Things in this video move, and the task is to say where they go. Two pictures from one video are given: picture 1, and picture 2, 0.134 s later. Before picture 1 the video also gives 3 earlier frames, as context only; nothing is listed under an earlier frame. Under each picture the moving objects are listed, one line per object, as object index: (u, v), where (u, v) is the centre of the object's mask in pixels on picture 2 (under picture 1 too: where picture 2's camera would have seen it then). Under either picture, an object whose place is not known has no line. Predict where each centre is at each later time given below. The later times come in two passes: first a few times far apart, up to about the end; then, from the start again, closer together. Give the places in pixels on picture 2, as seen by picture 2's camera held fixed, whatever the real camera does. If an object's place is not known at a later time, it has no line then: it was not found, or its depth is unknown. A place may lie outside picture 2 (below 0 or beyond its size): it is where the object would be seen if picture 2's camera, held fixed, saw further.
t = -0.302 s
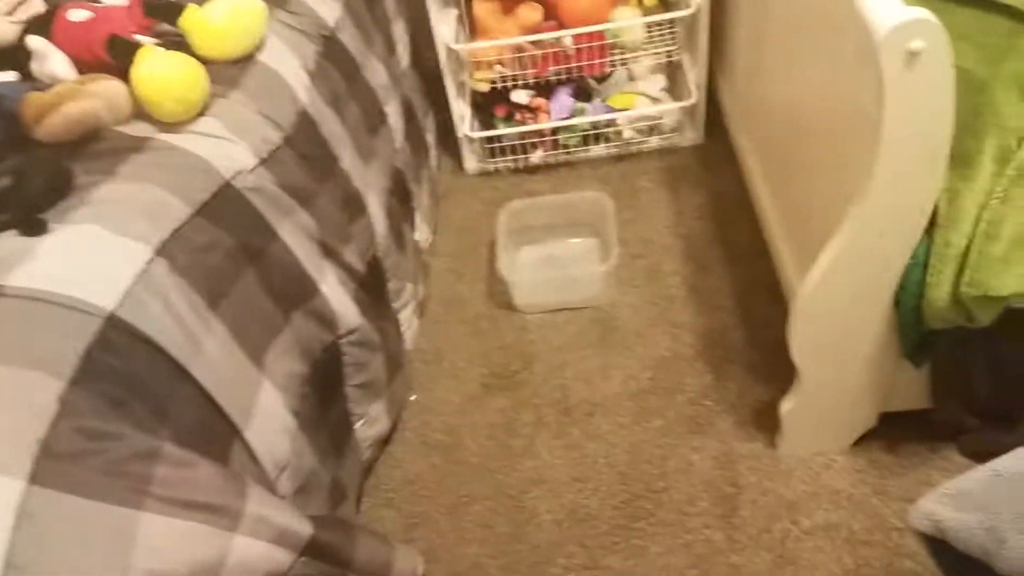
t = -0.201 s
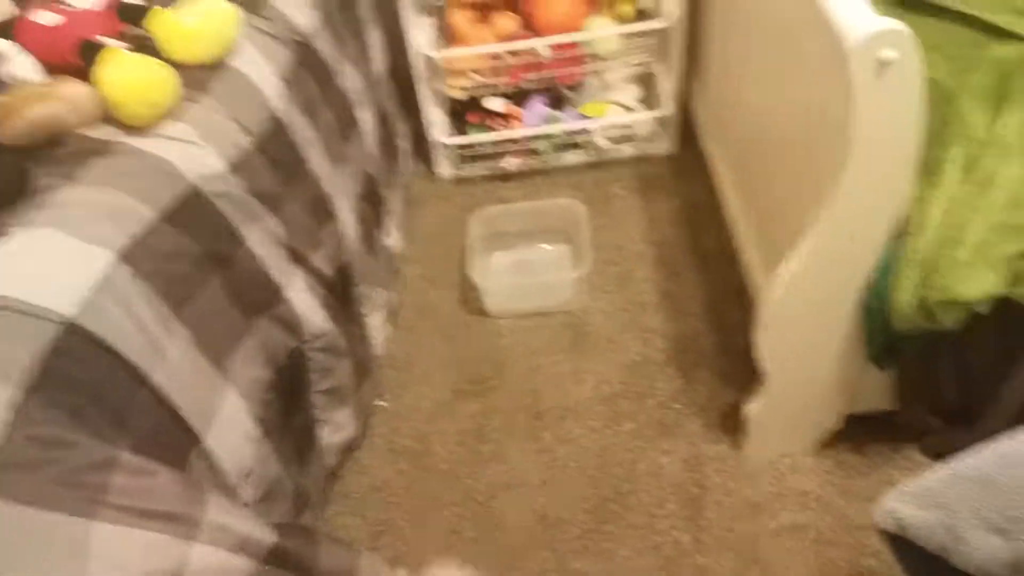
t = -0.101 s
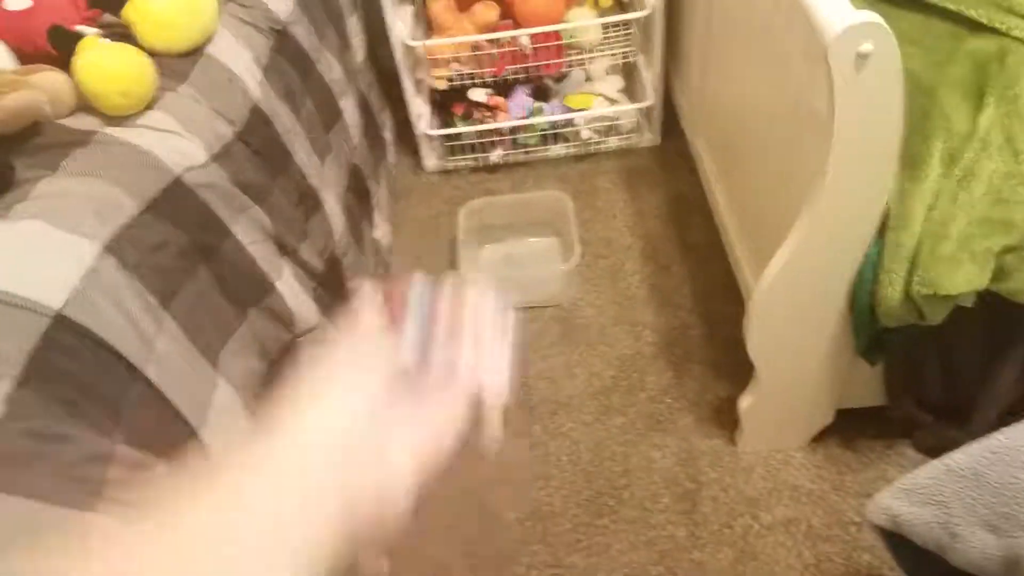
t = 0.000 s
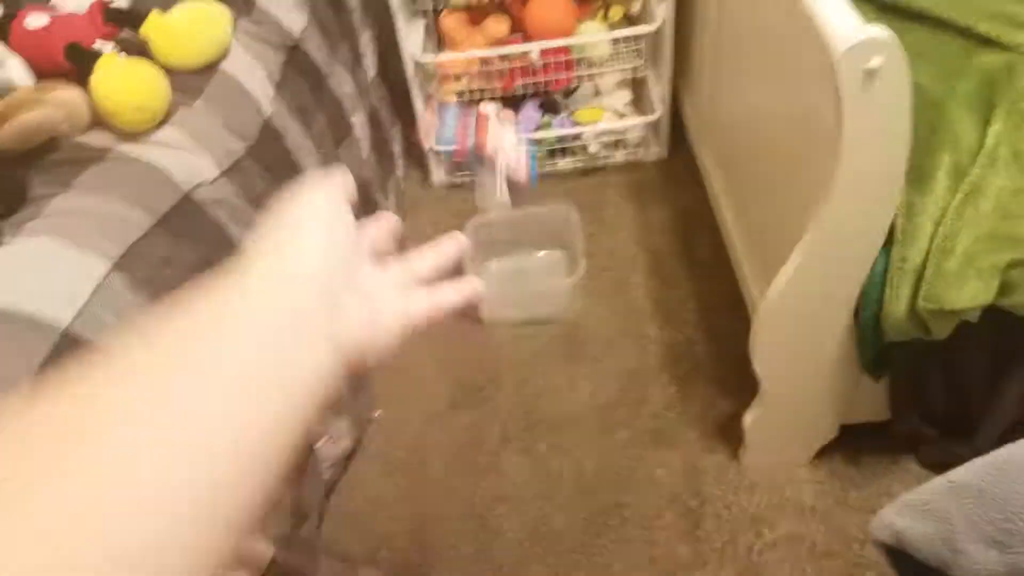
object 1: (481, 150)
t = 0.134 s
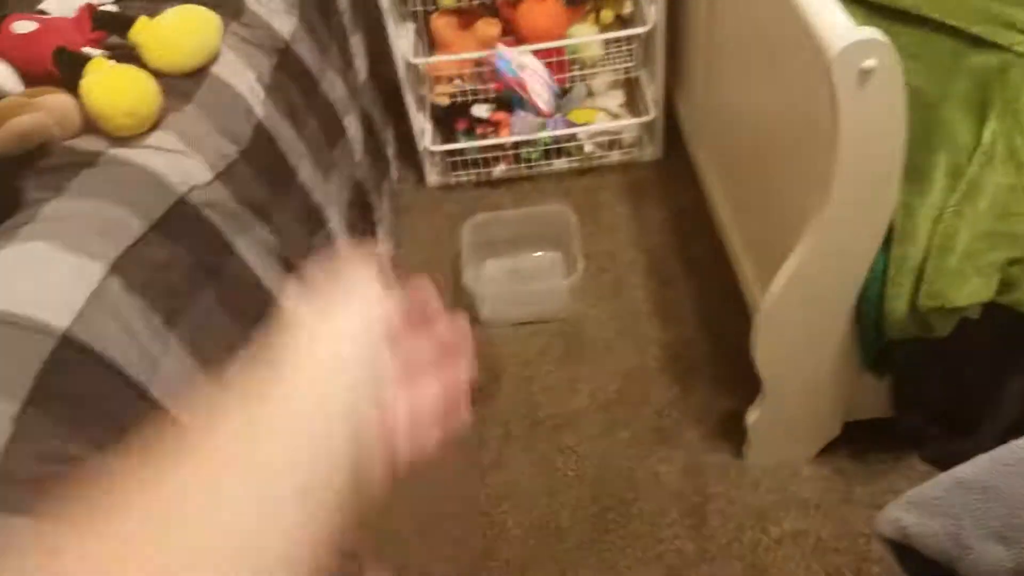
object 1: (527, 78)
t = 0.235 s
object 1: (549, 137)
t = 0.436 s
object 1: (552, 214)
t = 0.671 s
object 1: (473, 202)
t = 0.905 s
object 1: (430, 243)
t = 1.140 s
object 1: (428, 252)
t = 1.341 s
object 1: (428, 253)
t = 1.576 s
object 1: (428, 253)
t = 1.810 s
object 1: (427, 254)
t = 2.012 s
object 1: (427, 253)
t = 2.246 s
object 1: (428, 253)
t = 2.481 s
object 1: (428, 252)
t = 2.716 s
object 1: (428, 253)
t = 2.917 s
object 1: (428, 253)
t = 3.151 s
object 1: (427, 253)
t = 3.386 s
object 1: (426, 254)
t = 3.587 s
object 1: (427, 253)
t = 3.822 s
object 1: (427, 253)
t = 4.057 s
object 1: (427, 254)
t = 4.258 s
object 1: (427, 254)
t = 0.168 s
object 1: (536, 95)
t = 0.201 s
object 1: (540, 113)
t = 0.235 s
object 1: (549, 137)
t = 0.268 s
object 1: (558, 166)
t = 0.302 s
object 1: (565, 195)
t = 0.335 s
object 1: (573, 221)
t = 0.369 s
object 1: (576, 244)
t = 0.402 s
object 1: (566, 227)
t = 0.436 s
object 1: (552, 214)
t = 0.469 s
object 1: (540, 201)
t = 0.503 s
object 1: (526, 194)
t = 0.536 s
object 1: (507, 193)
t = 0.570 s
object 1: (496, 203)
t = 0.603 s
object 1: (491, 200)
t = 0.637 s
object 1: (480, 201)
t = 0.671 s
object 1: (473, 202)
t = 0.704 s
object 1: (464, 204)
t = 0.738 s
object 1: (460, 211)
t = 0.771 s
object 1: (456, 217)
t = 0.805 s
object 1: (450, 231)
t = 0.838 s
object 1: (441, 236)
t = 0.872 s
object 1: (435, 239)
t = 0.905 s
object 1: (430, 243)
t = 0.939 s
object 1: (426, 249)
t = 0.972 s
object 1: (423, 250)
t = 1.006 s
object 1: (423, 250)
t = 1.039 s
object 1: (425, 251)
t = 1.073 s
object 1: (427, 251)
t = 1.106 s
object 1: (427, 251)
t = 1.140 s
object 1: (428, 252)
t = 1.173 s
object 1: (428, 253)
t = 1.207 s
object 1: (428, 254)
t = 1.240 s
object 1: (428, 254)
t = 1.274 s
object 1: (428, 254)
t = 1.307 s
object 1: (428, 254)
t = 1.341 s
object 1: (428, 253)
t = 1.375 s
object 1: (428, 253)
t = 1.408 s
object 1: (428, 253)
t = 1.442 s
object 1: (428, 253)
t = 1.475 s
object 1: (428, 253)
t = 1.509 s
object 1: (428, 253)
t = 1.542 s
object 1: (428, 253)
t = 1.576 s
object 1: (428, 253)
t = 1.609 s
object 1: (428, 253)
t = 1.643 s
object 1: (428, 253)
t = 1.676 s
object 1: (428, 253)
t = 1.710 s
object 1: (428, 253)
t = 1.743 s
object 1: (427, 253)
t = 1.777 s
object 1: (427, 253)
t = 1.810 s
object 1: (427, 254)
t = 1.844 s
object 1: (427, 253)
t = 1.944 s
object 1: (427, 253)
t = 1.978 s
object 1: (427, 254)
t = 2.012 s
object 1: (427, 253)
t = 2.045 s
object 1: (427, 252)
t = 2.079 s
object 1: (427, 252)
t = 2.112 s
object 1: (427, 253)
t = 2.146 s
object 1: (427, 253)
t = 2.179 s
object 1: (428, 253)
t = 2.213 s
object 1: (428, 253)
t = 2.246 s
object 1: (428, 253)
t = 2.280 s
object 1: (428, 252)
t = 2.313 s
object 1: (427, 252)
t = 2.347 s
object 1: (427, 253)
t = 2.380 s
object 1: (428, 253)
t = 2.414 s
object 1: (427, 253)
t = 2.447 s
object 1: (428, 253)
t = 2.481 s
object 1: (428, 252)
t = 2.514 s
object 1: (428, 252)
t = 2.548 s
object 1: (428, 252)
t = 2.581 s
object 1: (427, 253)
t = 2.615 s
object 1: (428, 253)
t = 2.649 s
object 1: (428, 253)
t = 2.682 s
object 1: (428, 253)
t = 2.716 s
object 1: (428, 253)
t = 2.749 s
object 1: (427, 253)
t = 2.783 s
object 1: (427, 253)
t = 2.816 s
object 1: (427, 253)
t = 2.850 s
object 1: (427, 253)
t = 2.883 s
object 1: (427, 253)
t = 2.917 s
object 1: (428, 253)
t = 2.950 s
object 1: (427, 253)
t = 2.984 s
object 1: (427, 253)
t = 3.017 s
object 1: (427, 253)
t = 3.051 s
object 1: (426, 253)
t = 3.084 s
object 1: (426, 253)
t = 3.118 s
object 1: (426, 253)
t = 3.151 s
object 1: (427, 253)
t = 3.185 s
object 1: (426, 253)
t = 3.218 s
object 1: (426, 253)
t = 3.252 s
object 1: (426, 254)
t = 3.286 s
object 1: (426, 254)
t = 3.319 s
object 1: (426, 253)
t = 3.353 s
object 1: (426, 253)
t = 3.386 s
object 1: (426, 254)
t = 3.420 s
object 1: (426, 254)
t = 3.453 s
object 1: (427, 254)
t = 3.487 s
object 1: (427, 254)
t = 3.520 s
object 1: (427, 253)
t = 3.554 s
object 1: (427, 253)
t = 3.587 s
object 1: (427, 253)
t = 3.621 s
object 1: (427, 253)
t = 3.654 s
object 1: (427, 254)
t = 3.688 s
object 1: (426, 254)
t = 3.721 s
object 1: (427, 254)
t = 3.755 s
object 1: (427, 254)
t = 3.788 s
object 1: (427, 254)
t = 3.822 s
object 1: (427, 253)
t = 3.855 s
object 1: (427, 253)
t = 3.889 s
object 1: (427, 253)
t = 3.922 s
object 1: (427, 253)
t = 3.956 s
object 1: (426, 253)
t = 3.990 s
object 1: (426, 253)
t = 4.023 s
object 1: (427, 254)
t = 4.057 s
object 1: (427, 254)
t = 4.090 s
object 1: (427, 254)
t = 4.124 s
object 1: (427, 253)
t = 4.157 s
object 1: (426, 254)
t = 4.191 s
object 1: (426, 254)
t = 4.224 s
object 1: (427, 254)
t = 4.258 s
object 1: (427, 254)
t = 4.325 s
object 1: (426, 254)
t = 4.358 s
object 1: (426, 254)
